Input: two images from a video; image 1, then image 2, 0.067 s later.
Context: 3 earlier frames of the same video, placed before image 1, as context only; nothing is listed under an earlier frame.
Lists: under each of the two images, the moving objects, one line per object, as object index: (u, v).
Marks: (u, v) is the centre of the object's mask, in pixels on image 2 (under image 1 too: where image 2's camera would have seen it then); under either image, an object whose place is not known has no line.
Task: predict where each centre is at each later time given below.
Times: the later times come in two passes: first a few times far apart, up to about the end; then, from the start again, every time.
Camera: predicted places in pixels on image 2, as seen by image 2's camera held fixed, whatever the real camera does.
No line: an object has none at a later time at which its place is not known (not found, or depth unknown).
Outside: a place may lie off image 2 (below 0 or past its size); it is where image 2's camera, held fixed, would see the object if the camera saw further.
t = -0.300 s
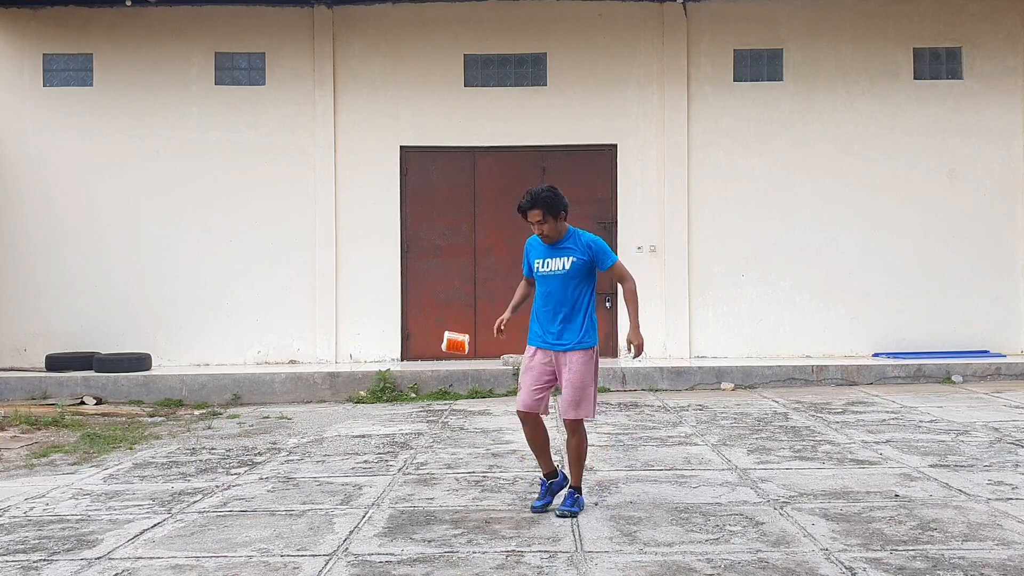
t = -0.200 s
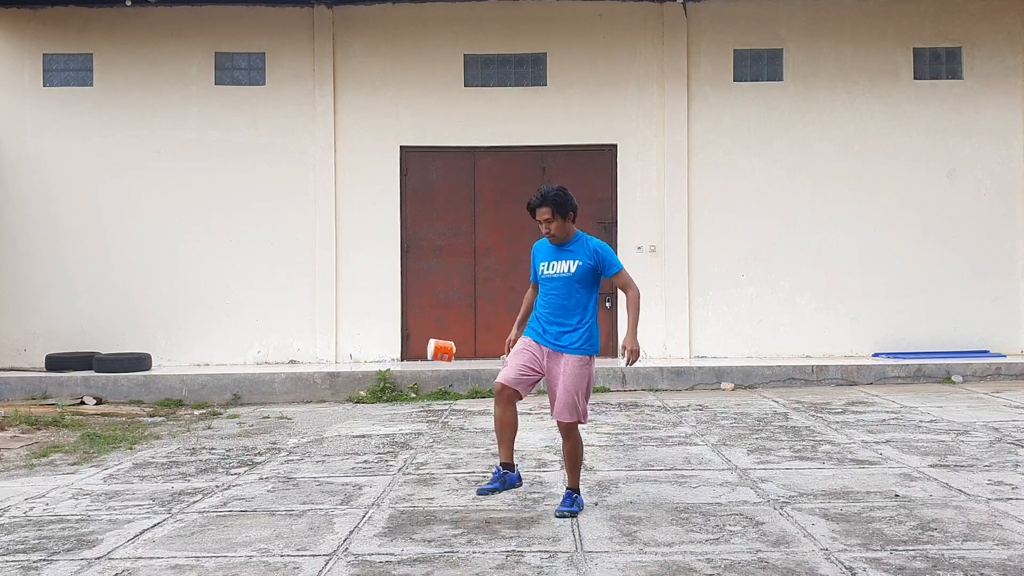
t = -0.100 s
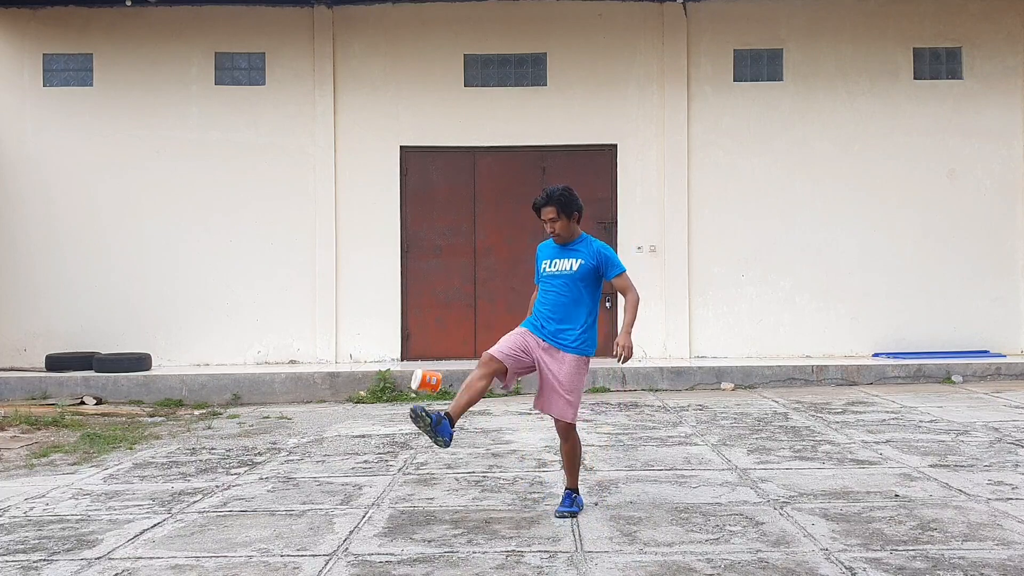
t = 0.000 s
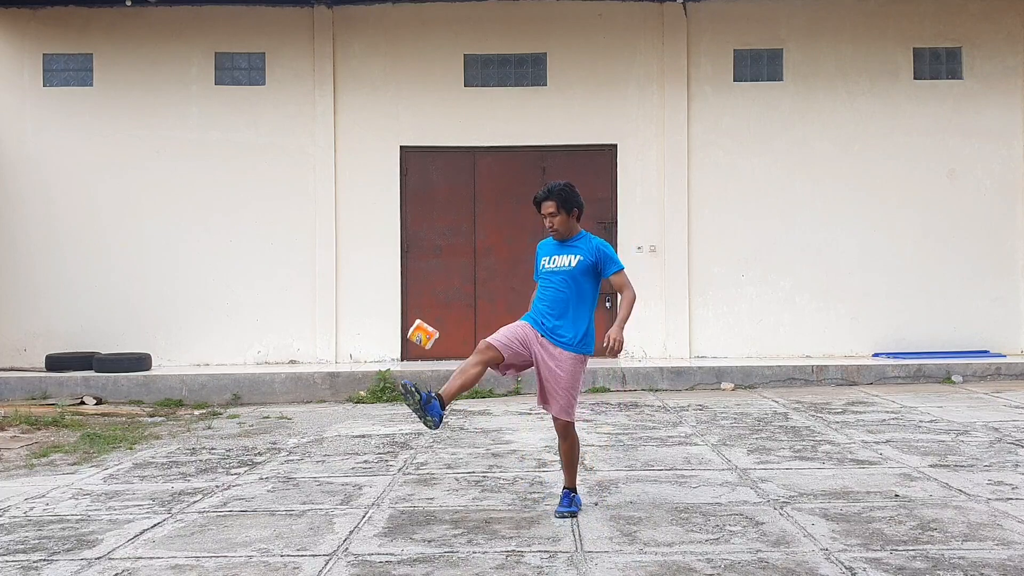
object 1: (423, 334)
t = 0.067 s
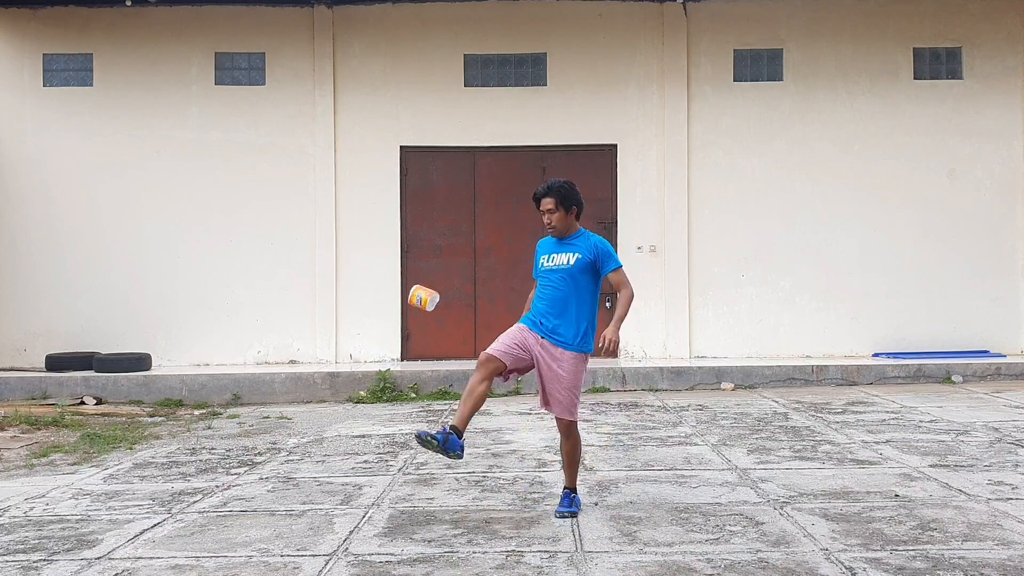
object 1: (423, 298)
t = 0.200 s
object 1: (425, 255)
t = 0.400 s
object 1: (429, 264)
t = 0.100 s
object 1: (424, 283)
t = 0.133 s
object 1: (424, 272)
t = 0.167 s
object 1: (425, 262)
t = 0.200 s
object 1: (425, 255)
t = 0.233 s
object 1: (426, 251)
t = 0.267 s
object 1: (426, 249)
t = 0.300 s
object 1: (427, 249)
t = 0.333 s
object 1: (427, 252)
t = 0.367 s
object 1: (428, 257)
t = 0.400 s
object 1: (429, 264)
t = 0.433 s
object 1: (429, 274)
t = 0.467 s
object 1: (430, 286)
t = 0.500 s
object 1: (431, 300)
